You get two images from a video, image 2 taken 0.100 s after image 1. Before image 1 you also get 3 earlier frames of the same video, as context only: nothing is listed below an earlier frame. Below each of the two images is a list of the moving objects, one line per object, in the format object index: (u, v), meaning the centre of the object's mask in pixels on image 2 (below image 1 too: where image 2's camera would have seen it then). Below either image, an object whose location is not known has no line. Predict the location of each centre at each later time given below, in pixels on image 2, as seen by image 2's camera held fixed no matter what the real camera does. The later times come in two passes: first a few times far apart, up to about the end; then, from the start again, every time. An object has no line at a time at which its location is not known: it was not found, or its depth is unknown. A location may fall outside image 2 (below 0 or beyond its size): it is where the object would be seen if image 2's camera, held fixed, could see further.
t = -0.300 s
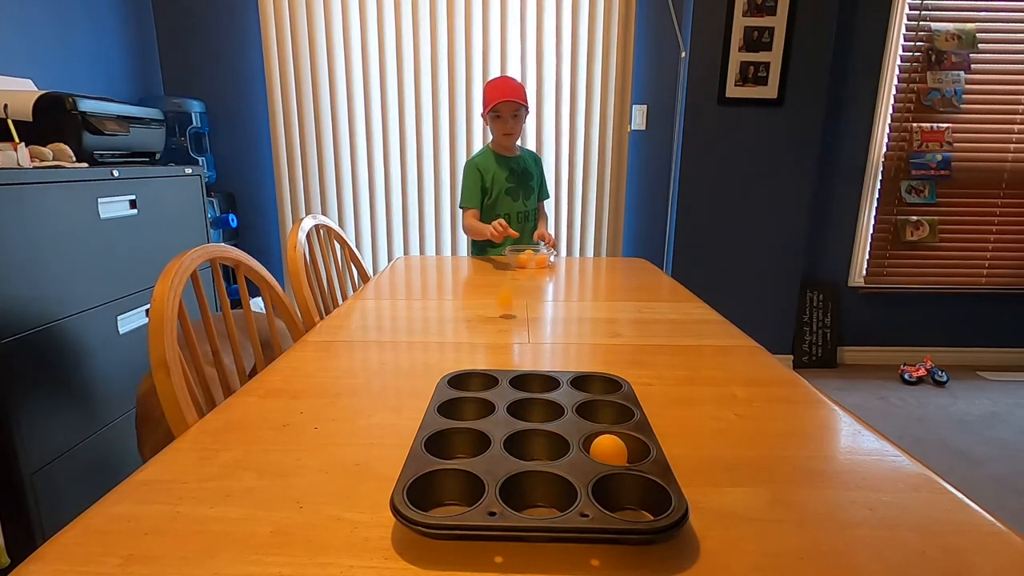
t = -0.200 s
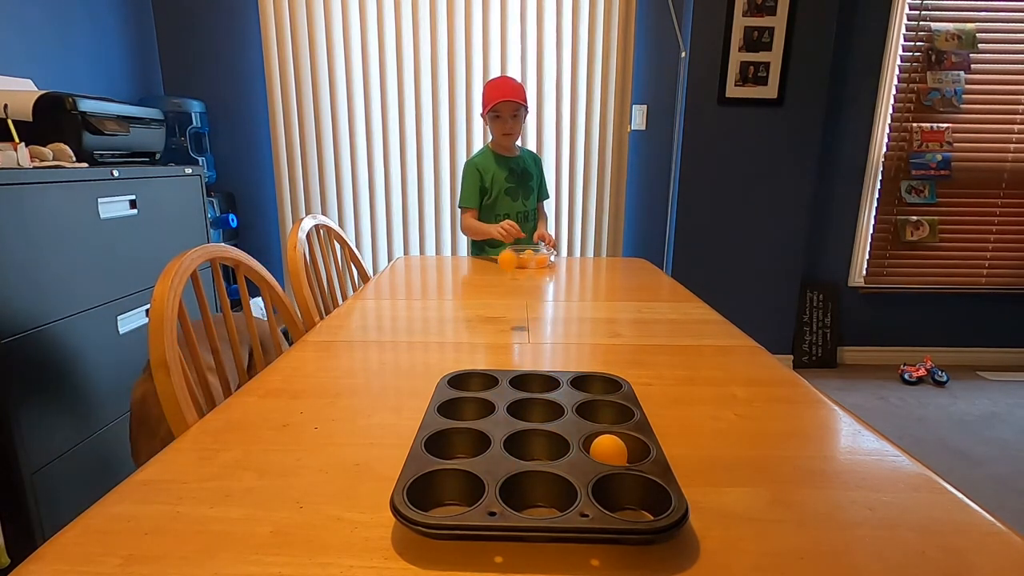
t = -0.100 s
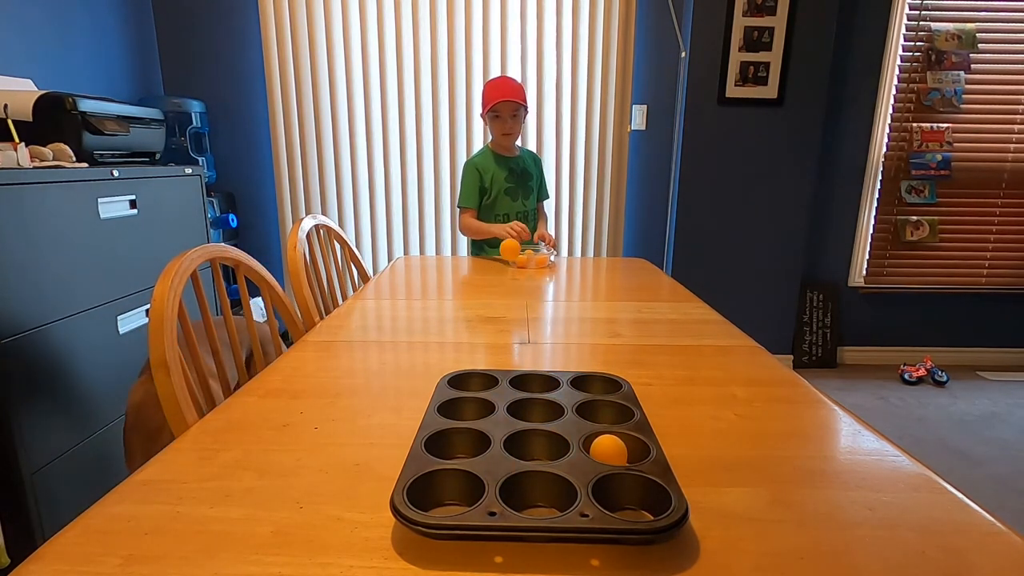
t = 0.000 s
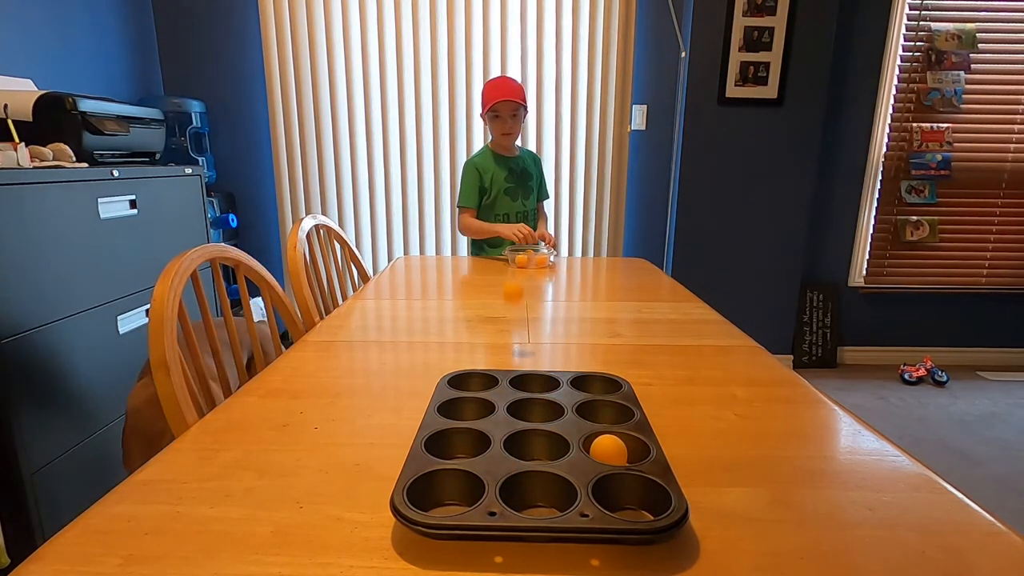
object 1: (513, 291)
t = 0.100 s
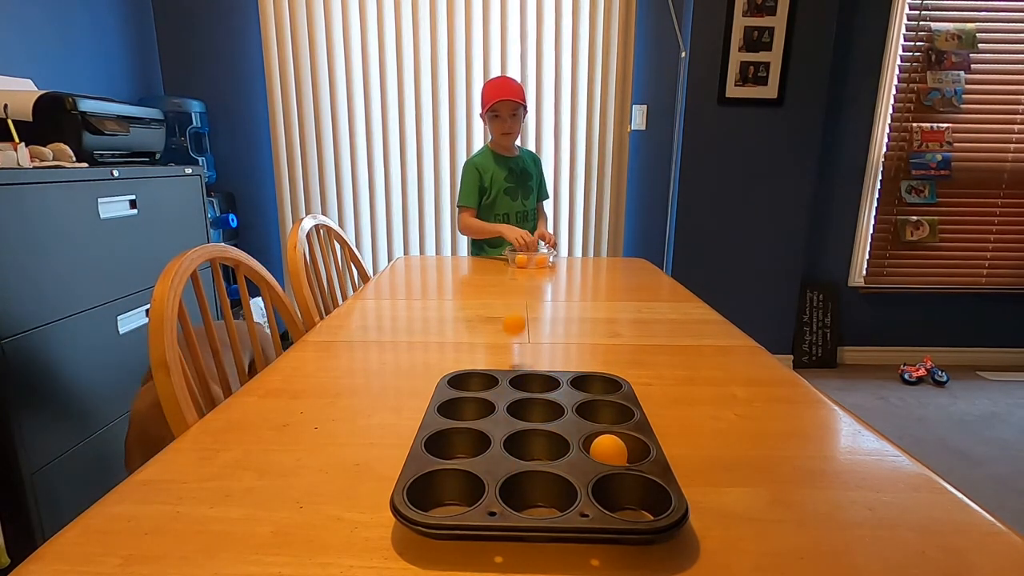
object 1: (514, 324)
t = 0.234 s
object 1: (513, 305)
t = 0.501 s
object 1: (585, 393)
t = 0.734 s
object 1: (710, 456)
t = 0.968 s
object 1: (877, 542)
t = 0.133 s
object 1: (514, 311)
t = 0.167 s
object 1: (514, 303)
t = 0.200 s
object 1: (513, 301)
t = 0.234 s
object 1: (513, 305)
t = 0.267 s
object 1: (513, 319)
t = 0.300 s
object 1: (513, 340)
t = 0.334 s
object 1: (514, 368)
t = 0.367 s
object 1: (526, 362)
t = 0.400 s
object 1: (540, 363)
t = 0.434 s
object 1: (555, 372)
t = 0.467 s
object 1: (571, 391)
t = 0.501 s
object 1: (585, 393)
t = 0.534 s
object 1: (598, 397)
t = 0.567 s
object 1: (613, 410)
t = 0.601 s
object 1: (629, 418)
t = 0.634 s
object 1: (648, 427)
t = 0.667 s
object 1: (668, 435)
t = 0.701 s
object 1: (689, 440)
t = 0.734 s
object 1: (710, 456)
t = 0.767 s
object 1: (730, 485)
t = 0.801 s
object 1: (754, 491)
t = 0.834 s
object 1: (778, 485)
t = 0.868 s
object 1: (801, 489)
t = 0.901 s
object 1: (826, 505)
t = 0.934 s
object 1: (850, 535)
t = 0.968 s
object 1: (877, 542)
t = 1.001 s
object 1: (908, 541)
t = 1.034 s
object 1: (937, 550)
